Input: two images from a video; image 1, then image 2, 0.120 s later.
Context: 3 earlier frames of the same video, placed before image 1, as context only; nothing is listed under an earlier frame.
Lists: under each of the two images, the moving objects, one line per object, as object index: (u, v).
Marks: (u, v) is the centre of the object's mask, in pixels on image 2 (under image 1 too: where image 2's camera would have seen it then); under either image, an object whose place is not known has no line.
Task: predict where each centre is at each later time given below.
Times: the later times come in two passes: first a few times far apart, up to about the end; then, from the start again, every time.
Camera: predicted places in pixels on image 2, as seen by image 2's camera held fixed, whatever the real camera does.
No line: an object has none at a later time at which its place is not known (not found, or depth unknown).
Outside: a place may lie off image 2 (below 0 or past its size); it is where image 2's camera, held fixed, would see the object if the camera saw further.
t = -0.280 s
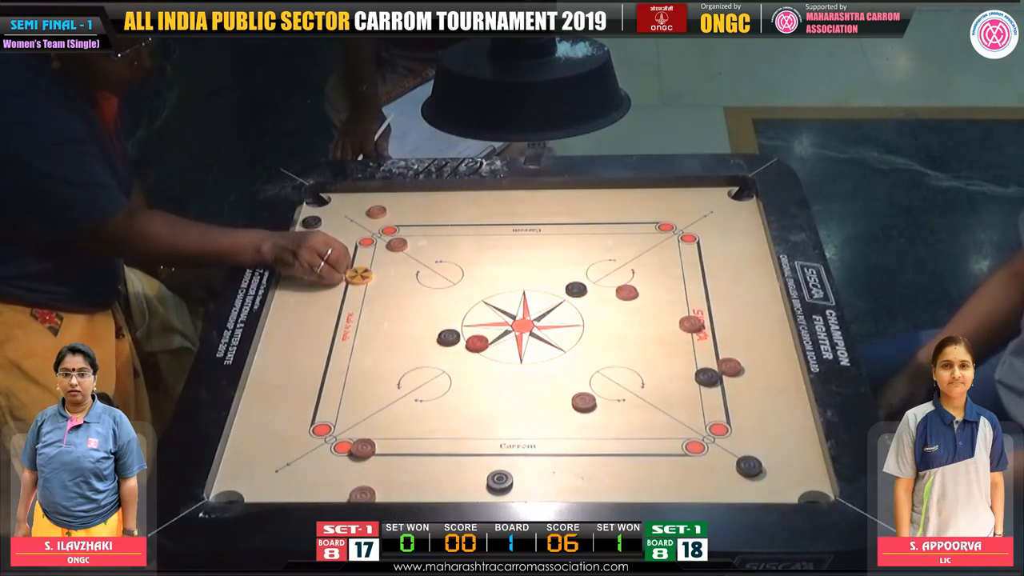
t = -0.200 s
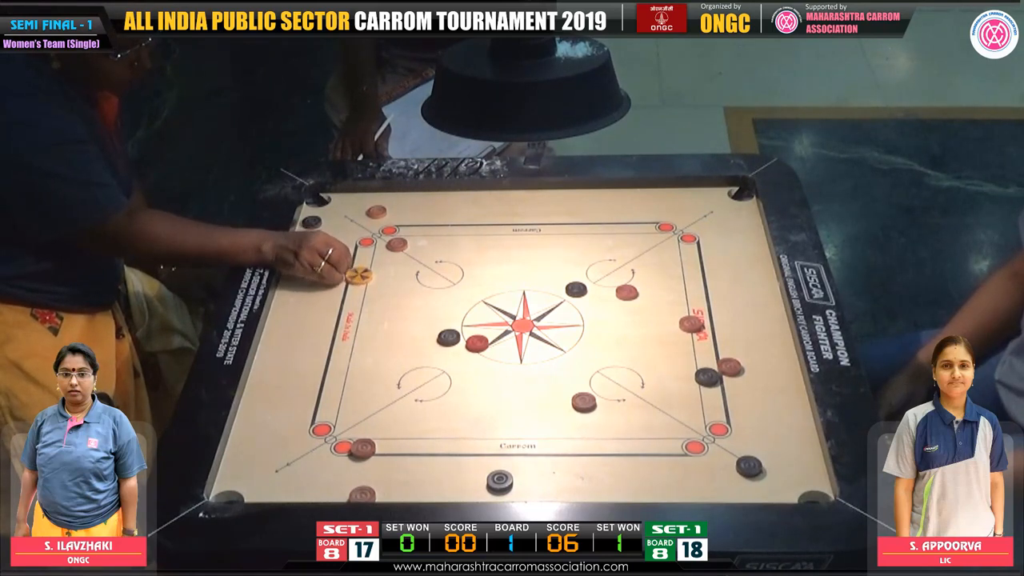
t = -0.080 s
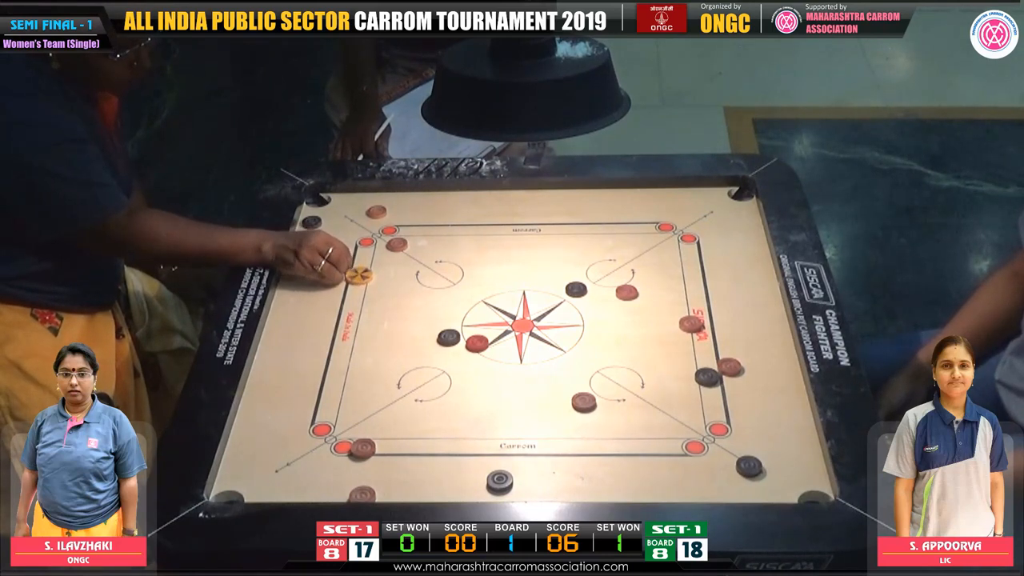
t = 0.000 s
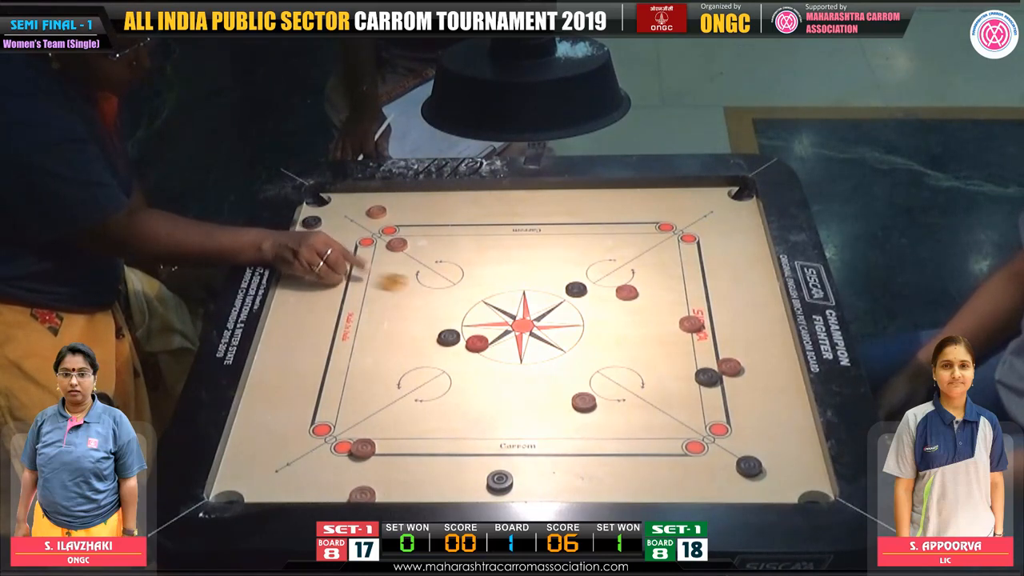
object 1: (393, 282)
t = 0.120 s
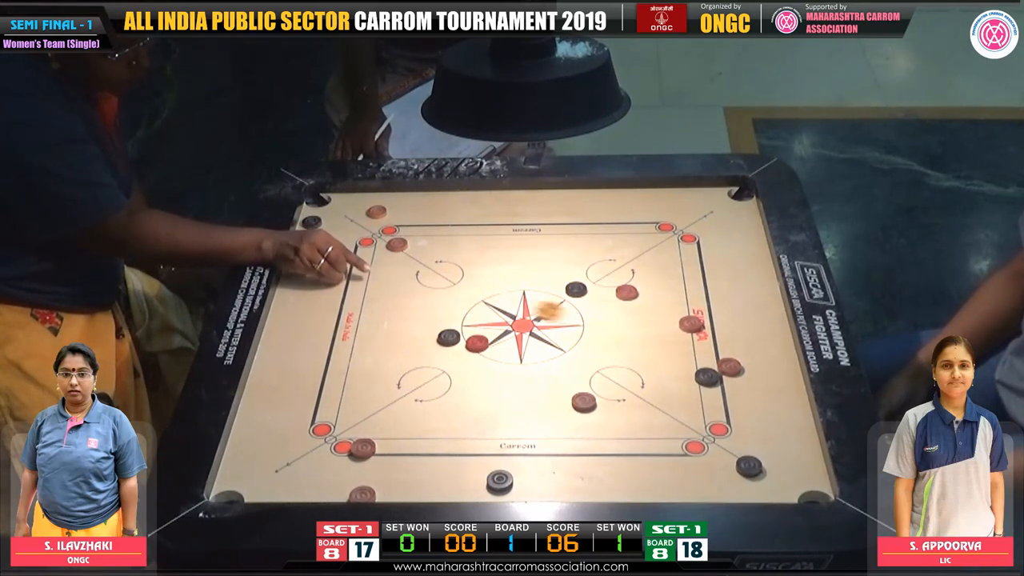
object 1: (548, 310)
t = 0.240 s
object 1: (694, 343)
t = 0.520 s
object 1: (727, 373)
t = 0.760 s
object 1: (700, 374)
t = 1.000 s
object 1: (698, 374)
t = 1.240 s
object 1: (698, 374)
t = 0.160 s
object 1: (601, 321)
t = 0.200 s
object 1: (654, 330)
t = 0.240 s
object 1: (694, 343)
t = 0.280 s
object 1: (728, 354)
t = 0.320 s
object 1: (754, 358)
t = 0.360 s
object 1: (777, 362)
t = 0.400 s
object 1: (772, 365)
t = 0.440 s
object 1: (754, 369)
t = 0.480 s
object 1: (737, 372)
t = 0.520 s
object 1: (727, 373)
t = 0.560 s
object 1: (720, 373)
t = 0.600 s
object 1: (714, 374)
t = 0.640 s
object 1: (709, 374)
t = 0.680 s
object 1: (705, 374)
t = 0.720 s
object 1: (702, 374)
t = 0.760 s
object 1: (700, 374)
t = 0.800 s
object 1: (699, 374)
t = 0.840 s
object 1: (699, 374)
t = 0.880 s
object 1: (698, 374)
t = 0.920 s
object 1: (699, 374)
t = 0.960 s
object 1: (699, 374)
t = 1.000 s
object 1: (698, 374)
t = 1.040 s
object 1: (698, 374)
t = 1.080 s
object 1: (698, 374)
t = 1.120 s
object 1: (699, 374)
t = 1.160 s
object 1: (698, 374)
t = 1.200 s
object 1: (698, 374)
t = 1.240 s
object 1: (698, 374)
